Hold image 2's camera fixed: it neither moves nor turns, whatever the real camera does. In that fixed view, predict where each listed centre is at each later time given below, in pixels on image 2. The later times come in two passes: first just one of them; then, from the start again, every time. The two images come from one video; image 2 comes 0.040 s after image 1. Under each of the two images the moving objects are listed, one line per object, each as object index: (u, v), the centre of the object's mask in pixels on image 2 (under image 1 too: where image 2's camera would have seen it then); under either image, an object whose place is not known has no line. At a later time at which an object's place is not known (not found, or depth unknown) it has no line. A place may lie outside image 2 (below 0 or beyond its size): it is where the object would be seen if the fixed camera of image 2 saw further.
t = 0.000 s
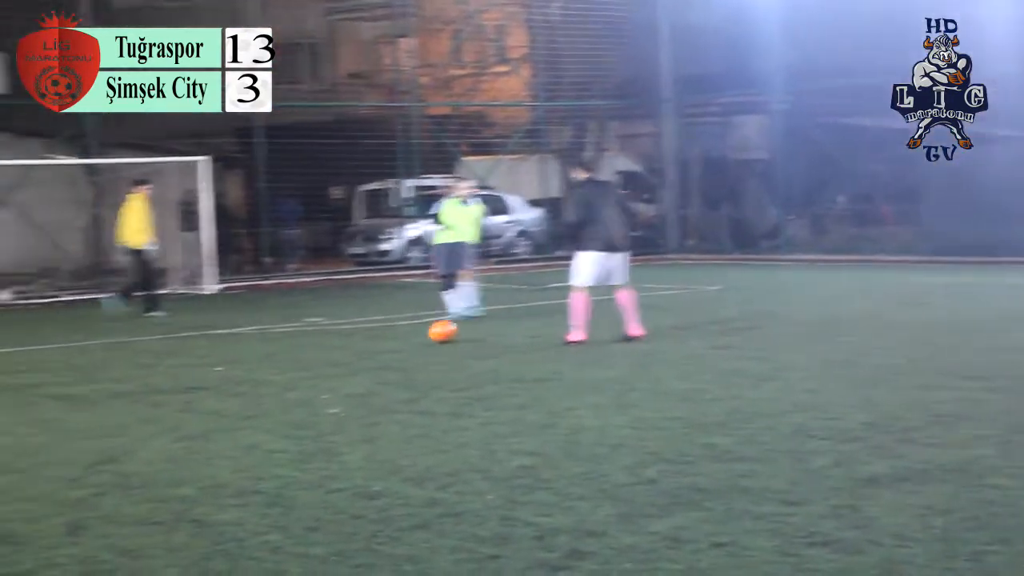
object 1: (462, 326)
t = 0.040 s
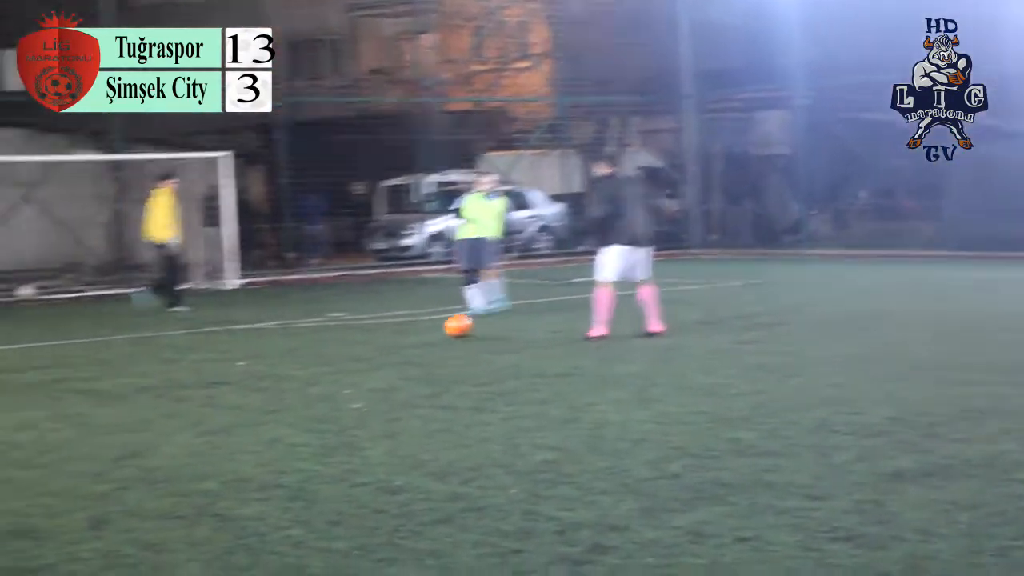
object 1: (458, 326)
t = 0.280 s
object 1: (426, 344)
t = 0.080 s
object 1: (454, 328)
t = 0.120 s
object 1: (448, 331)
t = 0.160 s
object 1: (442, 336)
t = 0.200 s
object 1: (437, 342)
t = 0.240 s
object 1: (432, 342)
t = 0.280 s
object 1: (426, 344)
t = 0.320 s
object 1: (423, 349)
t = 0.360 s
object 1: (417, 356)
